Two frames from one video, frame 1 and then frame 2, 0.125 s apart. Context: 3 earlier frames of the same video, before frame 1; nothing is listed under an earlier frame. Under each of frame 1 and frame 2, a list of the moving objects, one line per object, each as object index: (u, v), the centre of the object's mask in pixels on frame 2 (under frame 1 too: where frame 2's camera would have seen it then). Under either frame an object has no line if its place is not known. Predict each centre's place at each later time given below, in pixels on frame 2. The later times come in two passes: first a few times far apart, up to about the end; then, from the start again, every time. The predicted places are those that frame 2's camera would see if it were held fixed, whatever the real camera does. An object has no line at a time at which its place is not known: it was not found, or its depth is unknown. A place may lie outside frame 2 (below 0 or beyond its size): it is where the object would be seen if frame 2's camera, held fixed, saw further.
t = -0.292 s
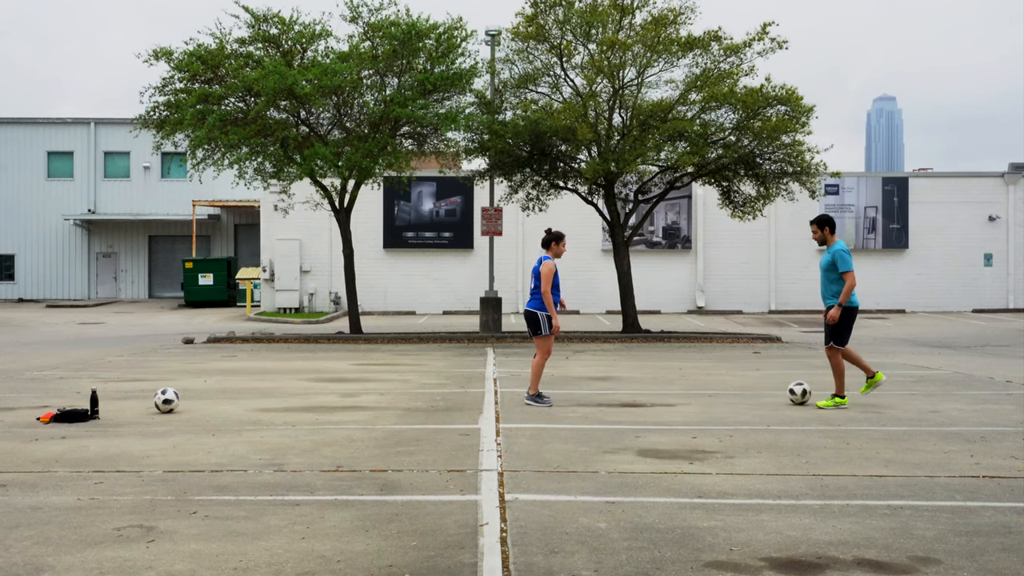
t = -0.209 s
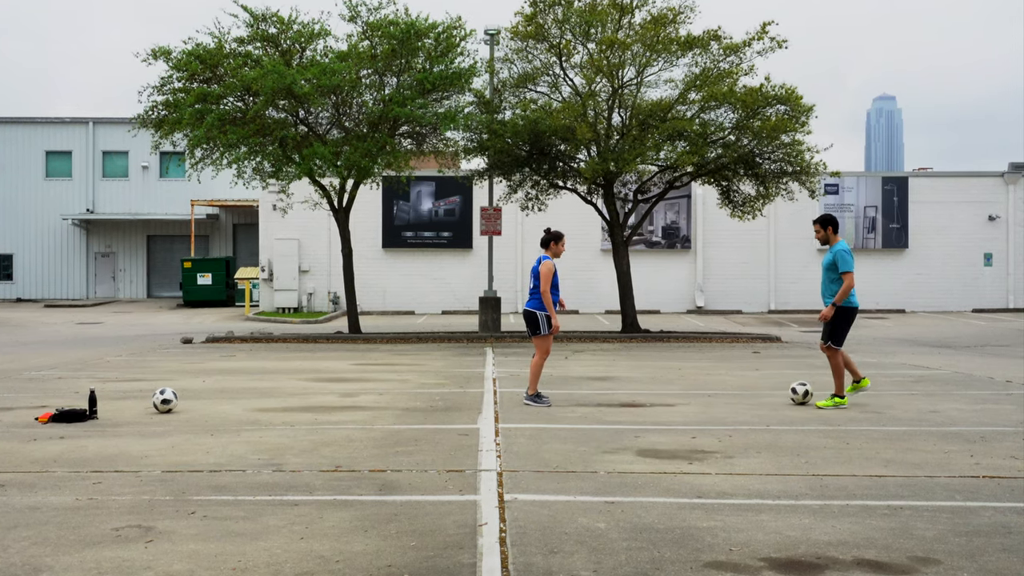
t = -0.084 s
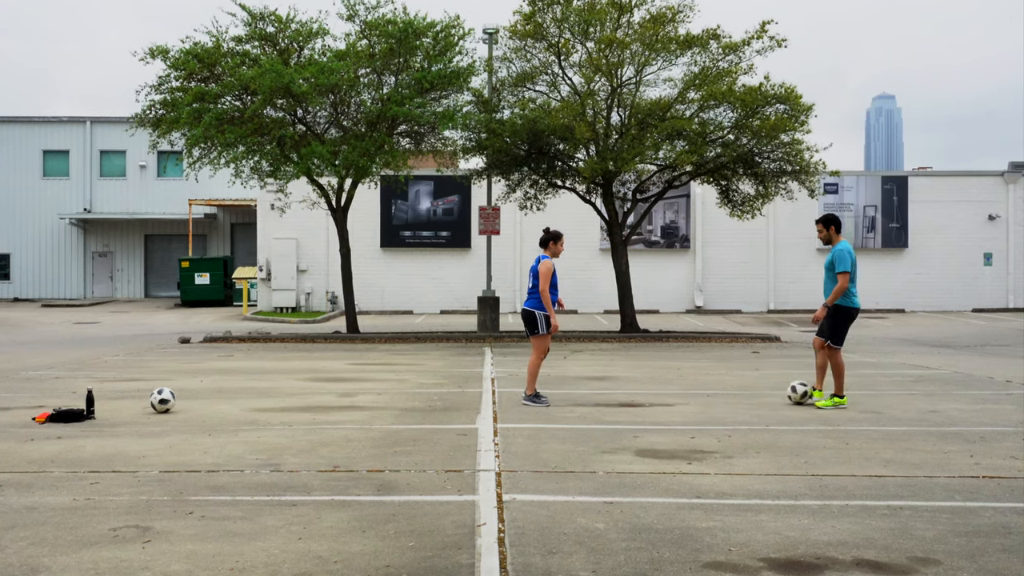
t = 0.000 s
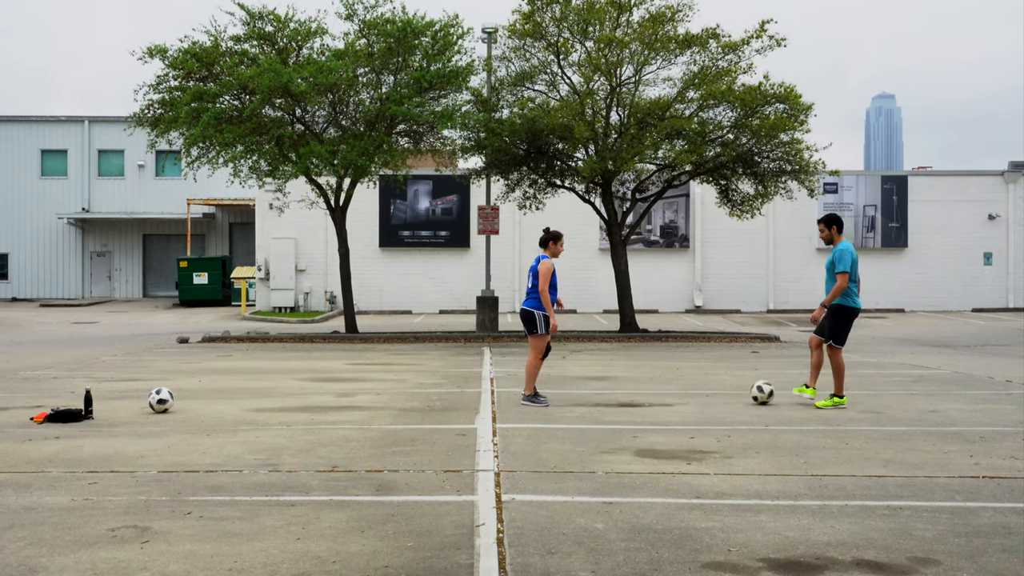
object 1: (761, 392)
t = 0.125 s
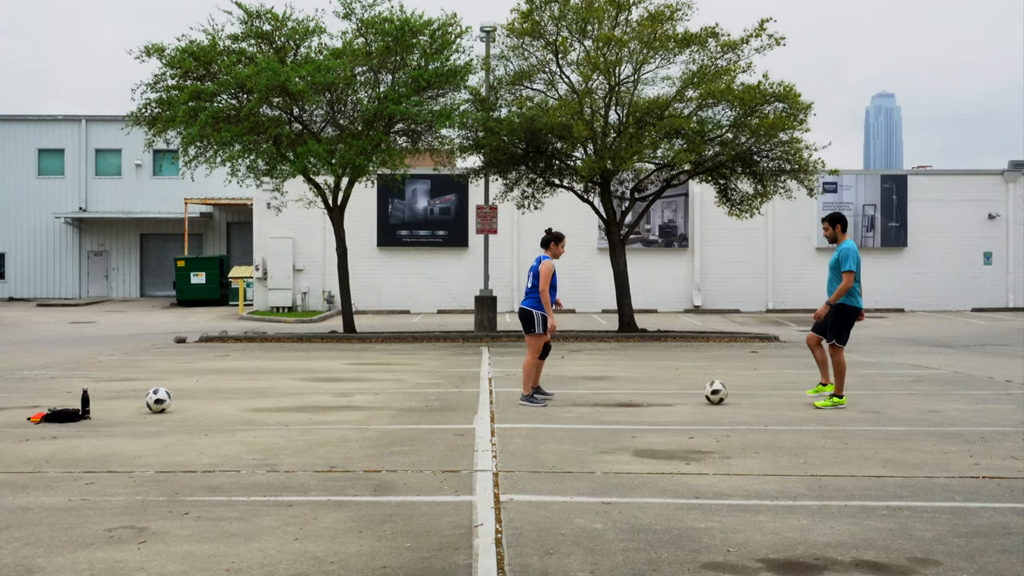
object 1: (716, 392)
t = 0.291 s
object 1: (668, 391)
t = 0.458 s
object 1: (626, 390)
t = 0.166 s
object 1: (702, 392)
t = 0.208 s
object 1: (690, 391)
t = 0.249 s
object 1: (679, 392)
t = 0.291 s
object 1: (668, 391)
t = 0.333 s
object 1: (657, 391)
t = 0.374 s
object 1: (647, 391)
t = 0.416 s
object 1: (636, 391)
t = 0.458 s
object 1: (626, 390)
